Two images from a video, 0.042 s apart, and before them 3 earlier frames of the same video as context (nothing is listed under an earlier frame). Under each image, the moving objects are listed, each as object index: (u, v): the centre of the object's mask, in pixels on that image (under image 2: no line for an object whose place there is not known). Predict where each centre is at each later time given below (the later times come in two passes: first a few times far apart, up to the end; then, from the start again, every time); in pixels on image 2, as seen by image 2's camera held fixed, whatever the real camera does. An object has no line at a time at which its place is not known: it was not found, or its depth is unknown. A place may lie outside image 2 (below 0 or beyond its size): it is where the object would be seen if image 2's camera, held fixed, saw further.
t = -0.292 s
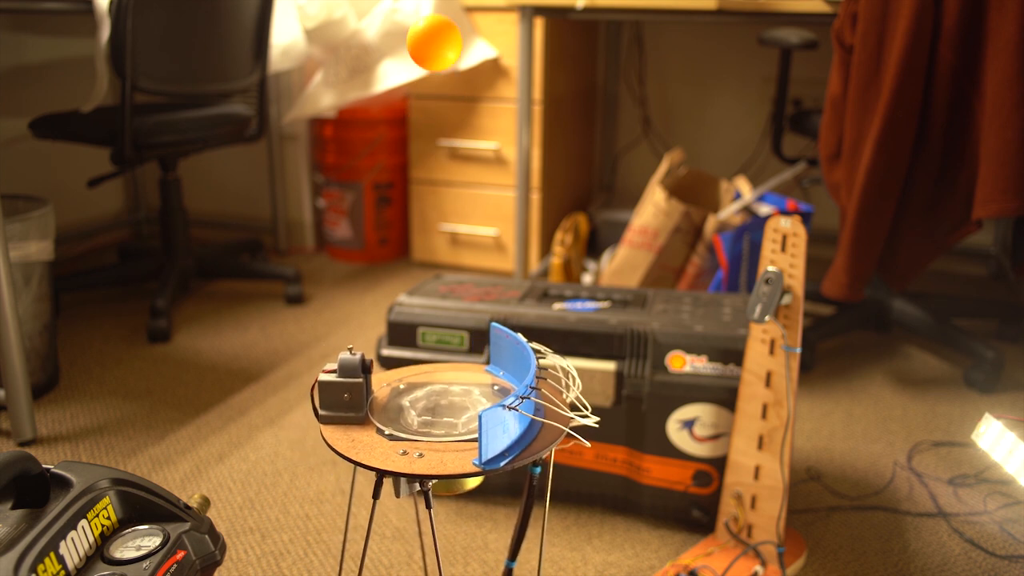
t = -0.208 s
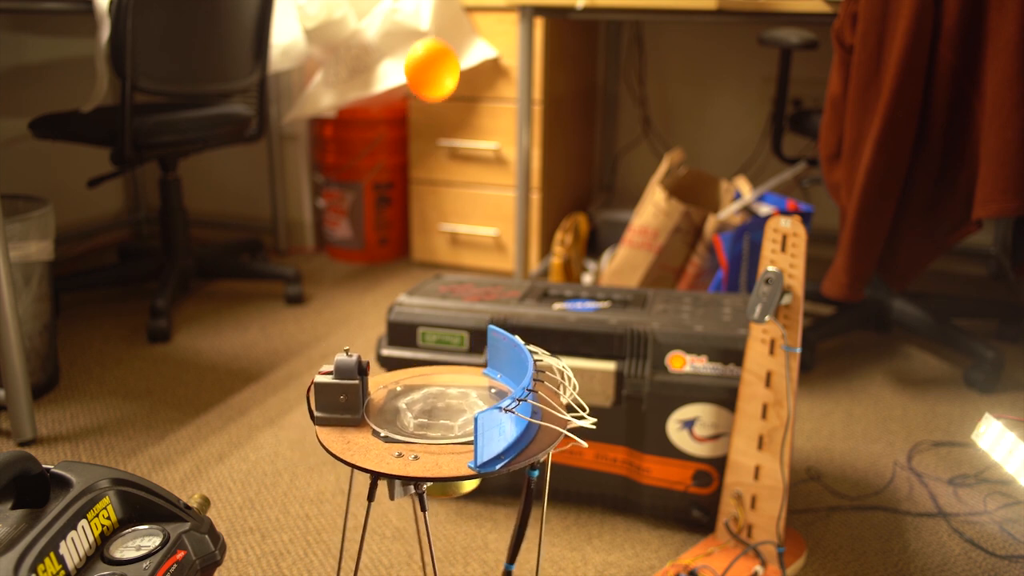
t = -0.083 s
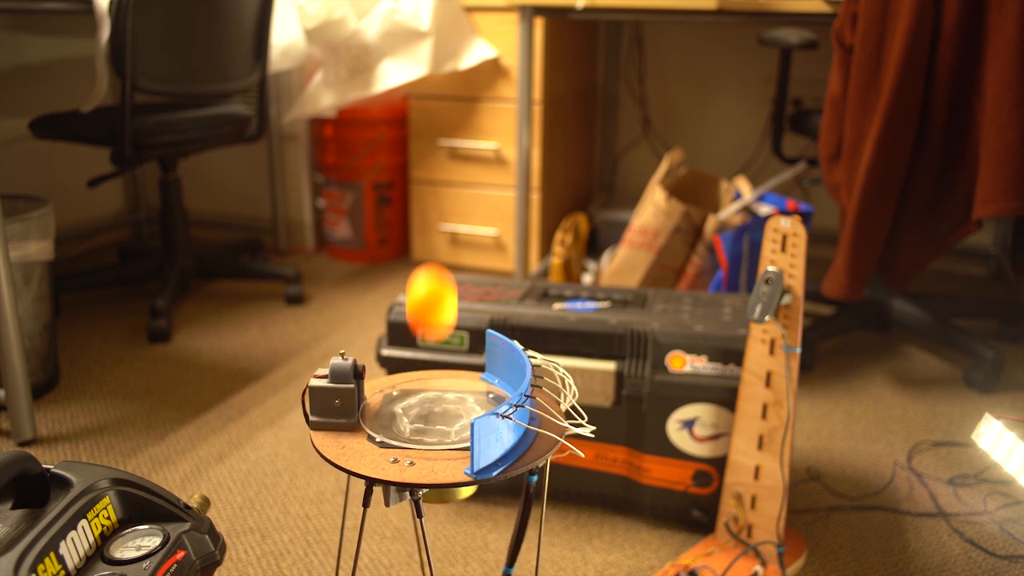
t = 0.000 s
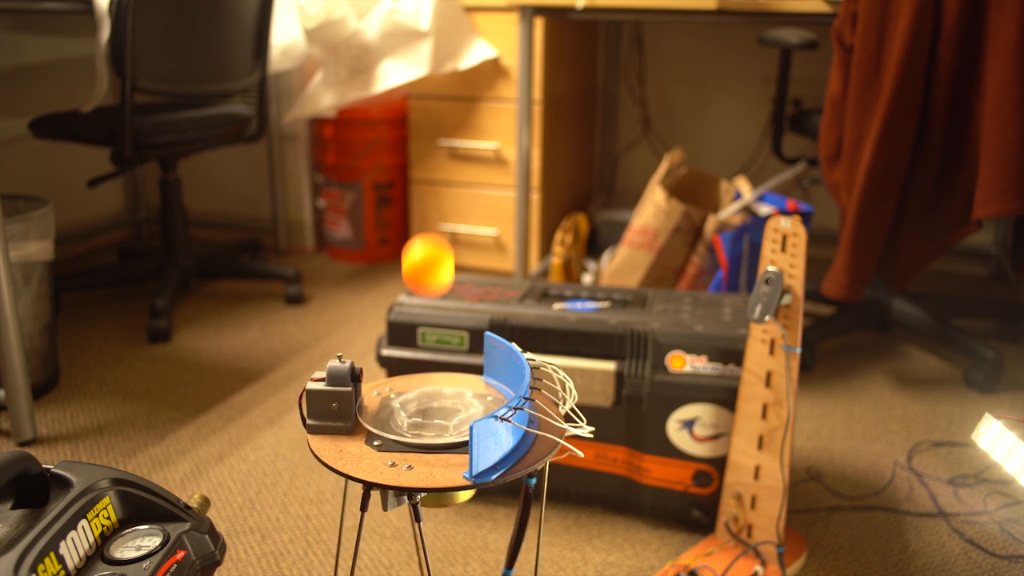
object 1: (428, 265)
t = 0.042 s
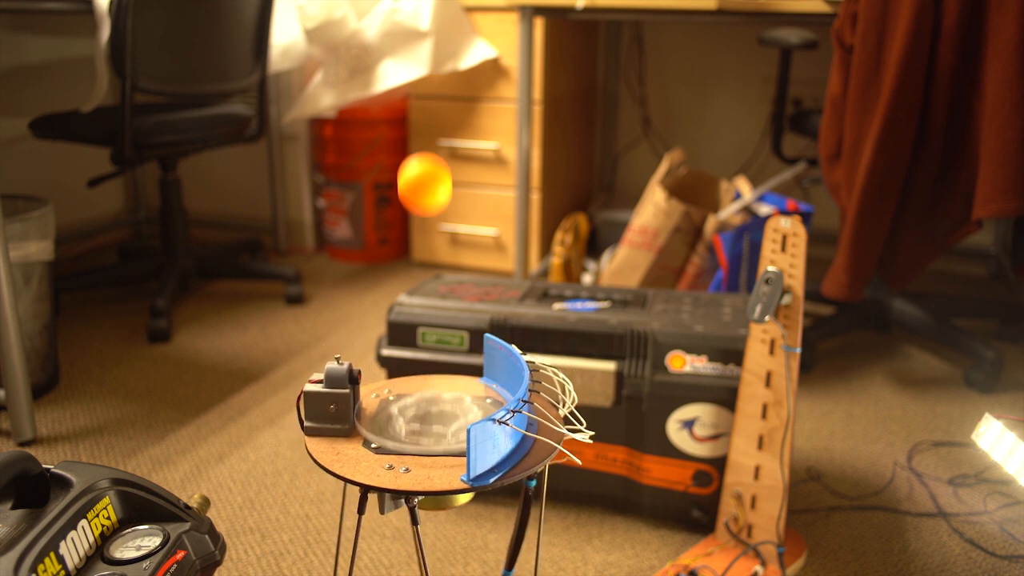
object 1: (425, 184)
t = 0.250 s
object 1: (411, 69)
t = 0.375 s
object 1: (409, 295)
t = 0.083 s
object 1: (422, 118)
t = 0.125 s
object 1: (418, 72)
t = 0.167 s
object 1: (415, 47)
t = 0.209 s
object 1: (413, 45)
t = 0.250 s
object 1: (411, 69)
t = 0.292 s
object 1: (410, 119)
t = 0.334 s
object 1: (409, 195)
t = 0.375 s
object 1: (409, 295)
